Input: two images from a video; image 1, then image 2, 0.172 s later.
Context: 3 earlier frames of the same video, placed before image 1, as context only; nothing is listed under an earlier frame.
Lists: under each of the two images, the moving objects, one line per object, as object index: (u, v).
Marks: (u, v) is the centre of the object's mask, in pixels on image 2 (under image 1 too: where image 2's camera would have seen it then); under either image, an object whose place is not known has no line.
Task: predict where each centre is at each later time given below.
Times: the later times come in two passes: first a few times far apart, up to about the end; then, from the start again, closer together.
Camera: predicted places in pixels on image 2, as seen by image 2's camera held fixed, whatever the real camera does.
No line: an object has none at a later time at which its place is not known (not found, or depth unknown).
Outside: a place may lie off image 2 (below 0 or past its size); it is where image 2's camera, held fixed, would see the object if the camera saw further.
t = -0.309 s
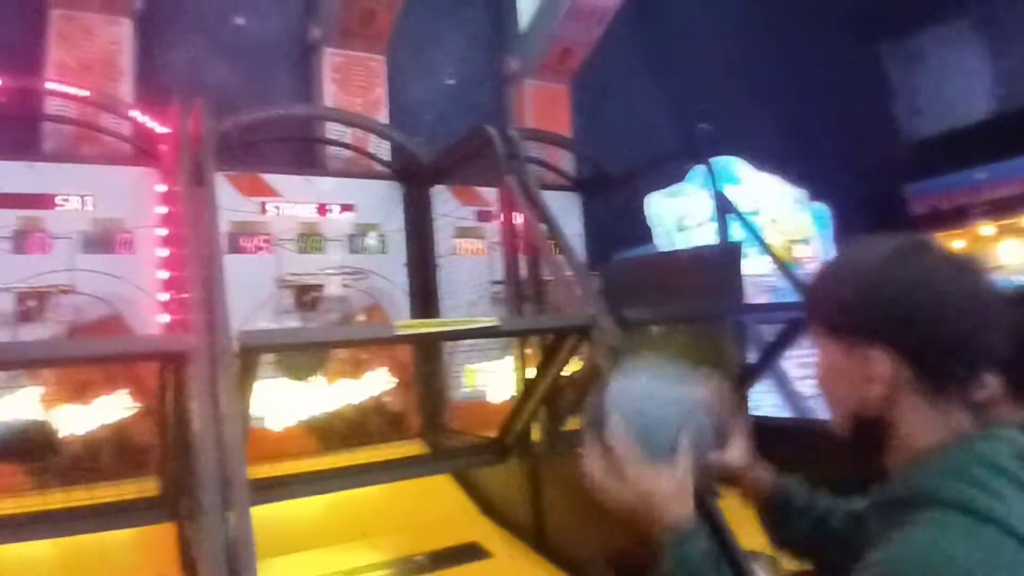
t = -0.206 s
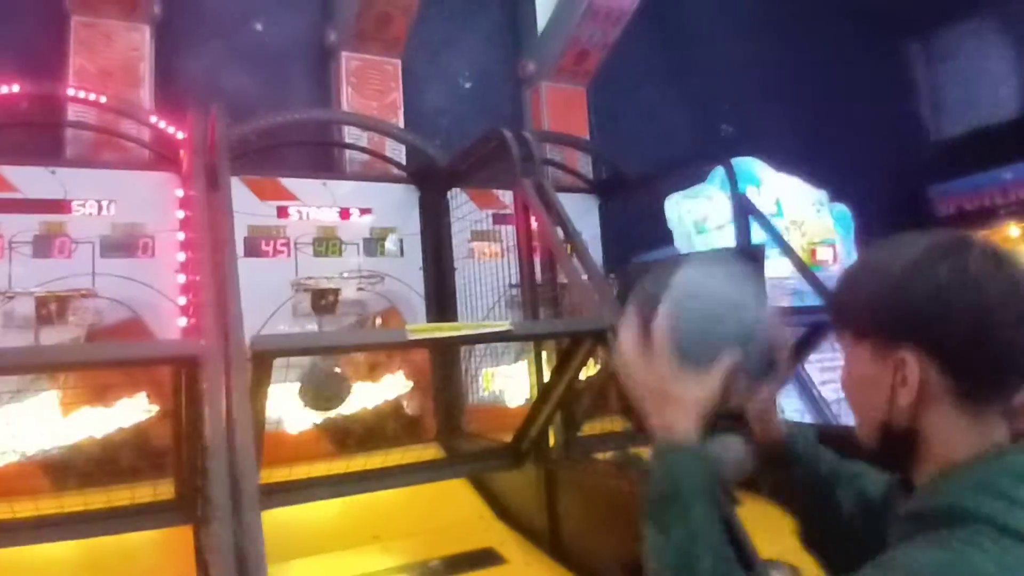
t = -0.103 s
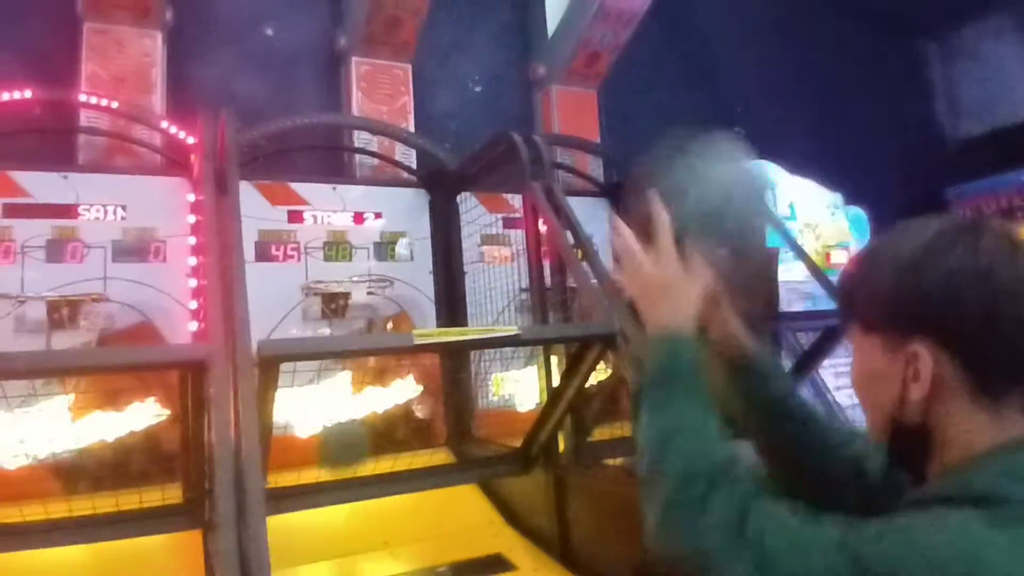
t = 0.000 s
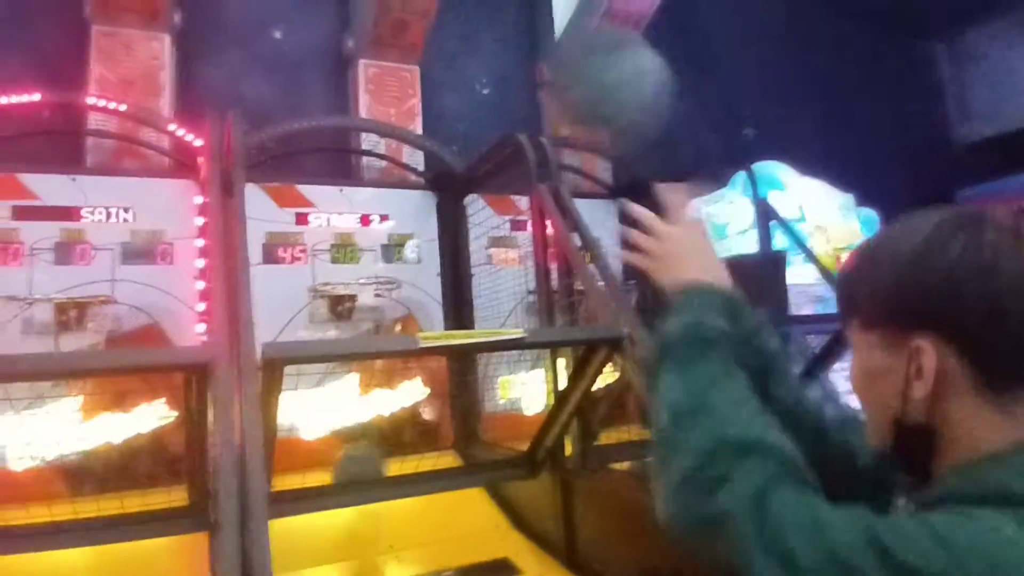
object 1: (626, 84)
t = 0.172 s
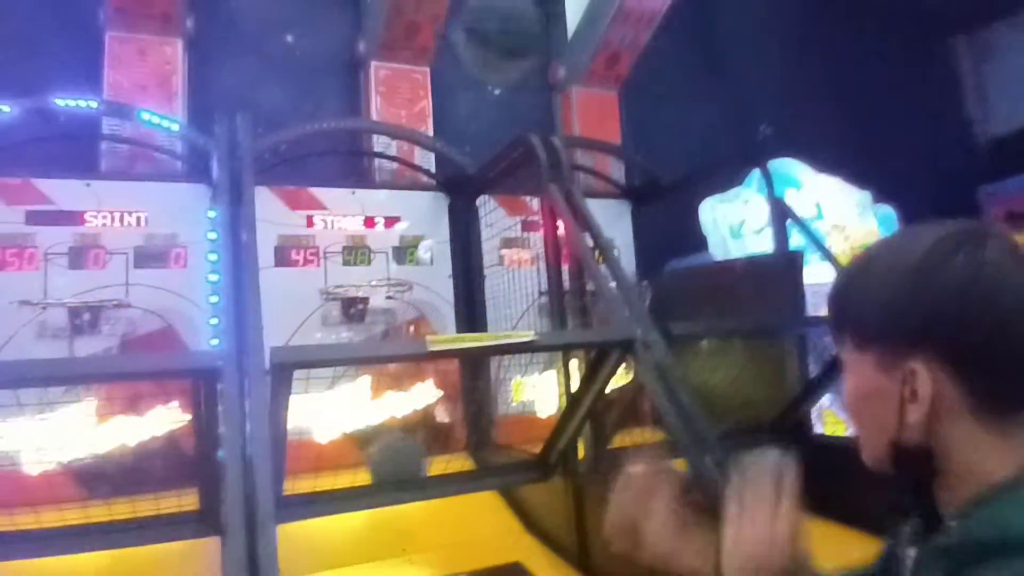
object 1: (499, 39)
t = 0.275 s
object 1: (460, 58)
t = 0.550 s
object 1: (397, 231)
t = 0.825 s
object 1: (363, 314)
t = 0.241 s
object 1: (471, 46)
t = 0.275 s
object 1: (460, 58)
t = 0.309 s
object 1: (448, 71)
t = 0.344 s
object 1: (440, 86)
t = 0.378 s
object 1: (430, 108)
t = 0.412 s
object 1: (421, 131)
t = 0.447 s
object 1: (412, 153)
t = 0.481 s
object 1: (407, 174)
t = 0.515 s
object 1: (402, 201)
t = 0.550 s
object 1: (397, 231)
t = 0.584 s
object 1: (392, 256)
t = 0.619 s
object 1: (386, 273)
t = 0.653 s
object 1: (383, 288)
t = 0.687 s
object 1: (372, 311)
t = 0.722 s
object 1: (370, 315)
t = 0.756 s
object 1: (366, 315)
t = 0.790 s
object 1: (361, 316)
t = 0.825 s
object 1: (363, 314)
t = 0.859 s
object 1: (355, 316)
